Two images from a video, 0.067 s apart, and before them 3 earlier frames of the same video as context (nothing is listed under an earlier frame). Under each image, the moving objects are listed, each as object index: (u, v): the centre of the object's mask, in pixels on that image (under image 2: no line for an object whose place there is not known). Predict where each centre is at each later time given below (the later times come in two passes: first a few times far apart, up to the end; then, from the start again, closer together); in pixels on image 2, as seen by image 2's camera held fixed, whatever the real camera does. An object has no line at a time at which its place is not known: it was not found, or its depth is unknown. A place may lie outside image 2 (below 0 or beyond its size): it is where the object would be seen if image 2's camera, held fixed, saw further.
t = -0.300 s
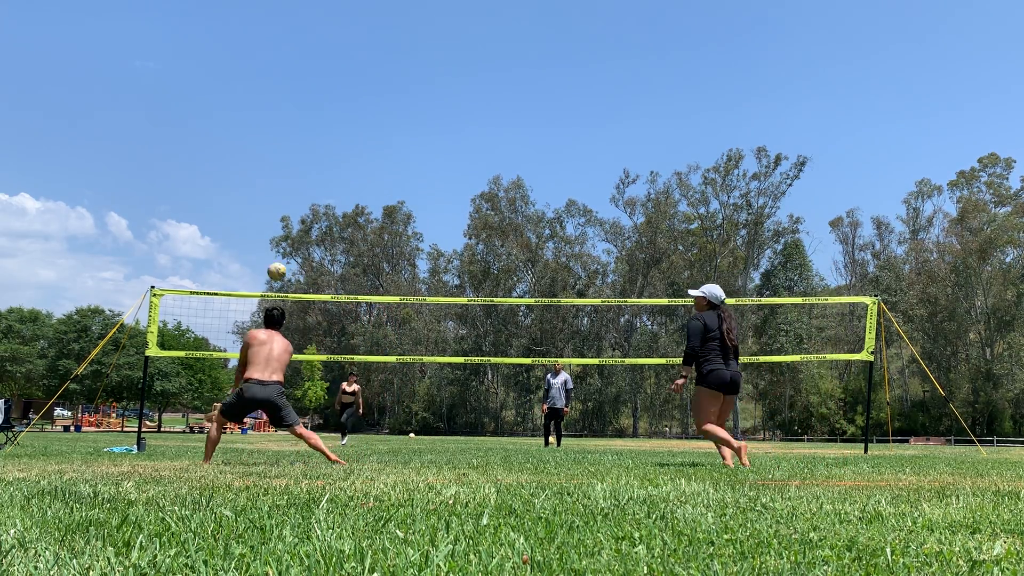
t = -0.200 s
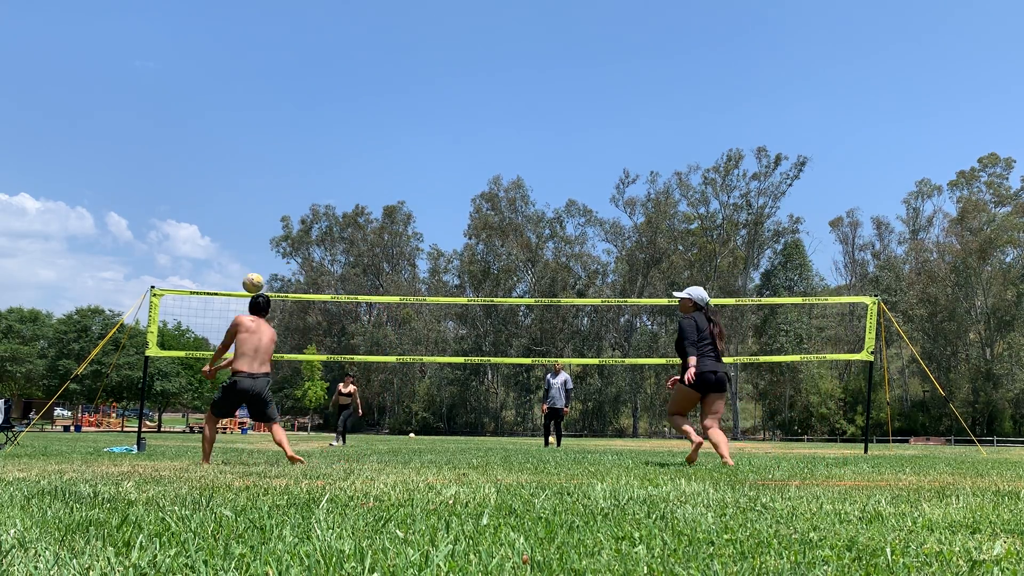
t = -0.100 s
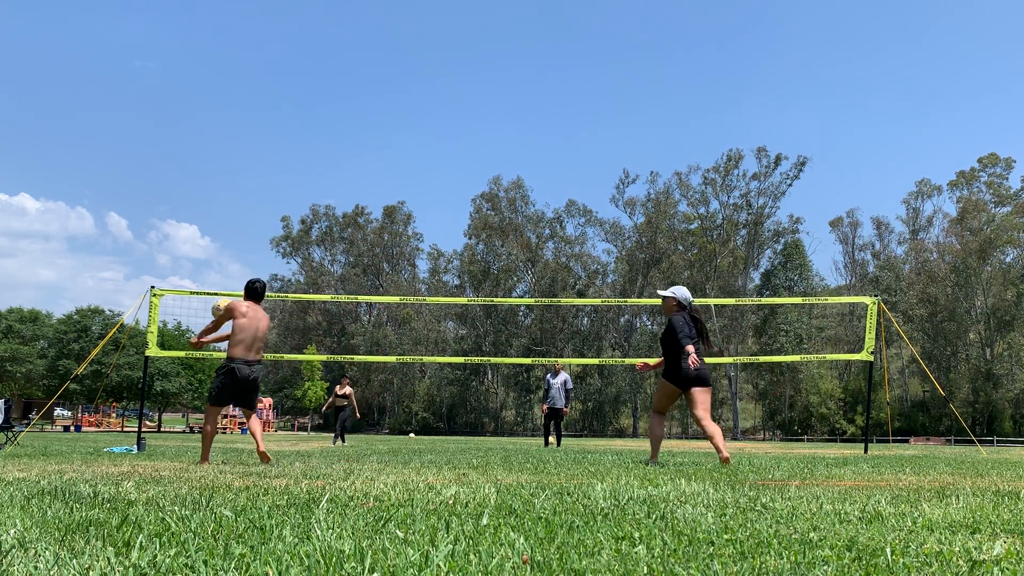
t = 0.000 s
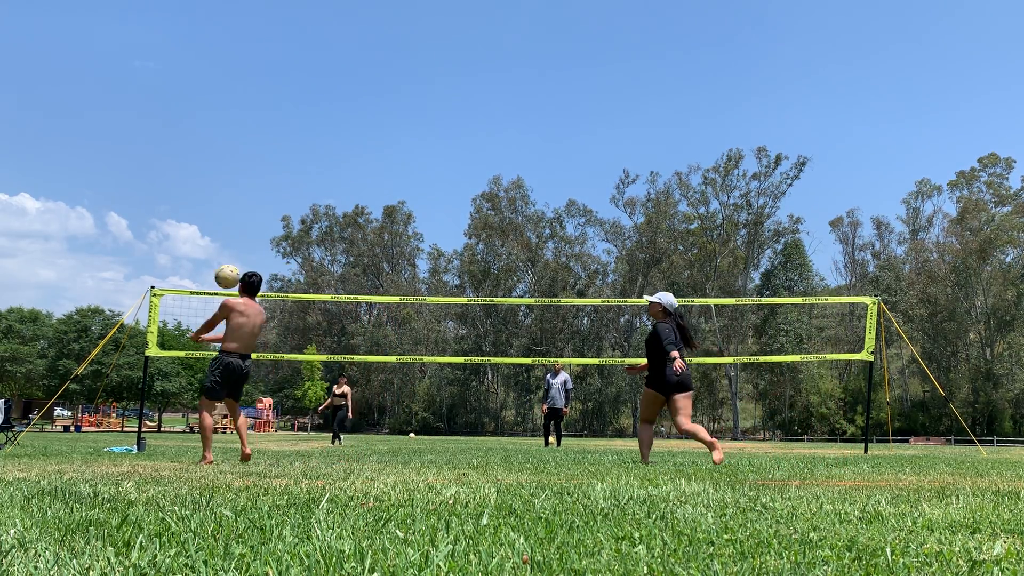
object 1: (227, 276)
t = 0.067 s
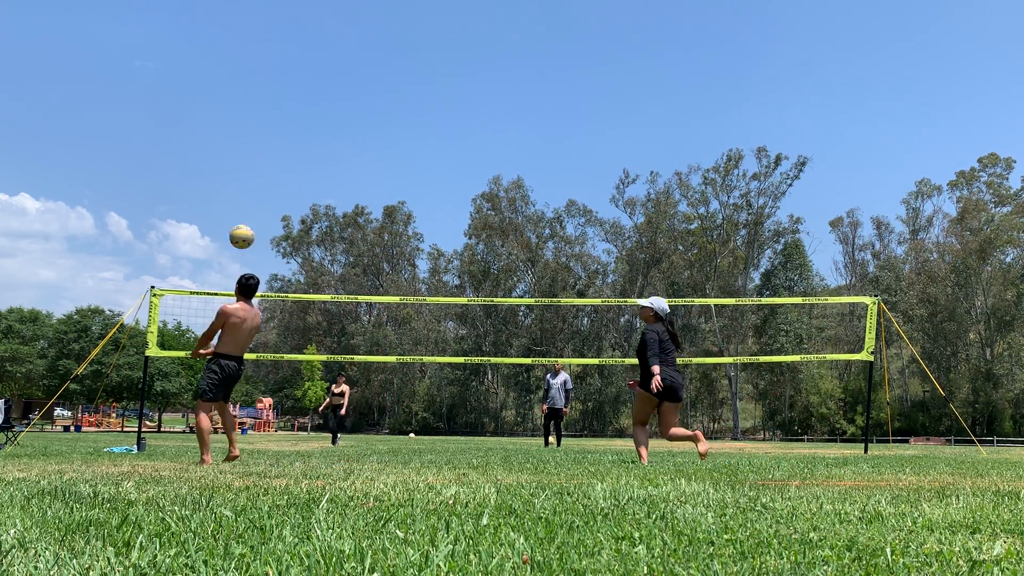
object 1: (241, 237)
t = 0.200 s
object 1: (269, 173)
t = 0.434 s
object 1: (310, 110)
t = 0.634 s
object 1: (342, 100)
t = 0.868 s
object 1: (376, 137)
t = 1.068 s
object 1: (402, 210)
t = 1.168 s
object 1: (413, 260)
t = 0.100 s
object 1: (249, 219)
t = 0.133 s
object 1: (256, 202)
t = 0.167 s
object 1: (262, 187)
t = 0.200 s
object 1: (269, 173)
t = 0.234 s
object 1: (275, 160)
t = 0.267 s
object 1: (281, 149)
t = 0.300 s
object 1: (287, 139)
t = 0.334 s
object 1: (293, 130)
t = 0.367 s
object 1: (299, 122)
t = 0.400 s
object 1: (305, 115)
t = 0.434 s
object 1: (310, 110)
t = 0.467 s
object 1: (316, 105)
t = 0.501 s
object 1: (322, 102)
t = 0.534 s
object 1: (327, 100)
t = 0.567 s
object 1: (332, 99)
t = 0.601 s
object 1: (337, 99)
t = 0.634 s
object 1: (342, 100)
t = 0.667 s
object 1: (347, 102)
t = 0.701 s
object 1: (352, 105)
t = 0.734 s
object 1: (357, 109)
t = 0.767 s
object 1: (362, 115)
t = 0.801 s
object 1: (367, 121)
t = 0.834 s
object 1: (371, 128)
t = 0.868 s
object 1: (376, 137)
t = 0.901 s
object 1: (380, 146)
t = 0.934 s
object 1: (385, 157)
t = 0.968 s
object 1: (389, 169)
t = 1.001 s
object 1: (393, 181)
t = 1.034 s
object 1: (398, 195)
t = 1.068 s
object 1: (402, 210)
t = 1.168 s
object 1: (413, 260)
